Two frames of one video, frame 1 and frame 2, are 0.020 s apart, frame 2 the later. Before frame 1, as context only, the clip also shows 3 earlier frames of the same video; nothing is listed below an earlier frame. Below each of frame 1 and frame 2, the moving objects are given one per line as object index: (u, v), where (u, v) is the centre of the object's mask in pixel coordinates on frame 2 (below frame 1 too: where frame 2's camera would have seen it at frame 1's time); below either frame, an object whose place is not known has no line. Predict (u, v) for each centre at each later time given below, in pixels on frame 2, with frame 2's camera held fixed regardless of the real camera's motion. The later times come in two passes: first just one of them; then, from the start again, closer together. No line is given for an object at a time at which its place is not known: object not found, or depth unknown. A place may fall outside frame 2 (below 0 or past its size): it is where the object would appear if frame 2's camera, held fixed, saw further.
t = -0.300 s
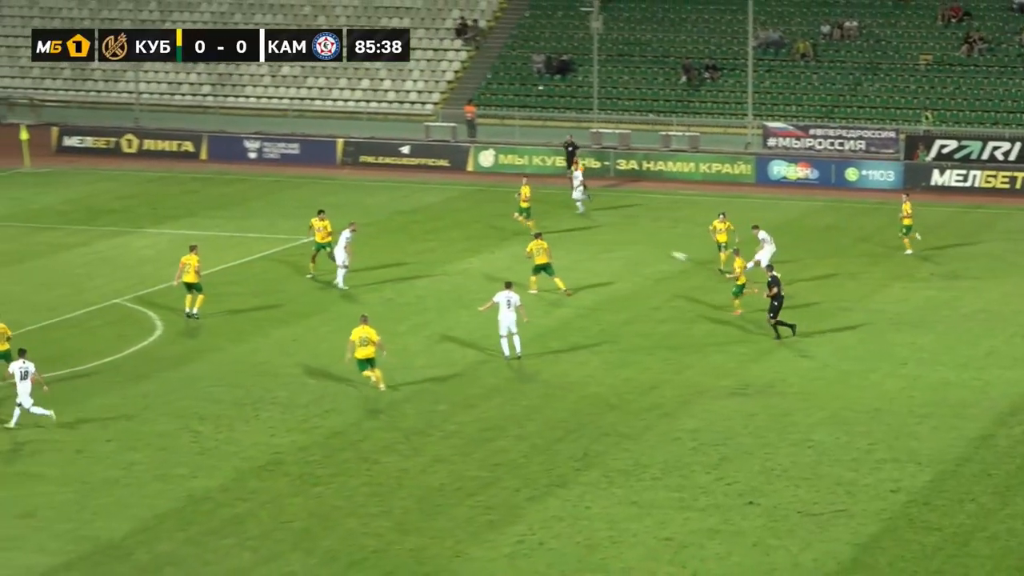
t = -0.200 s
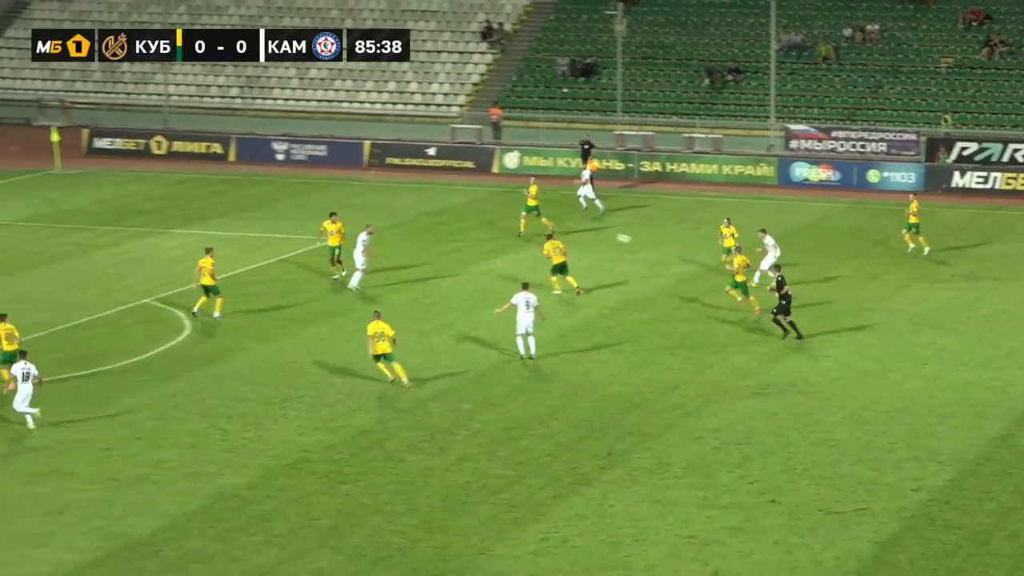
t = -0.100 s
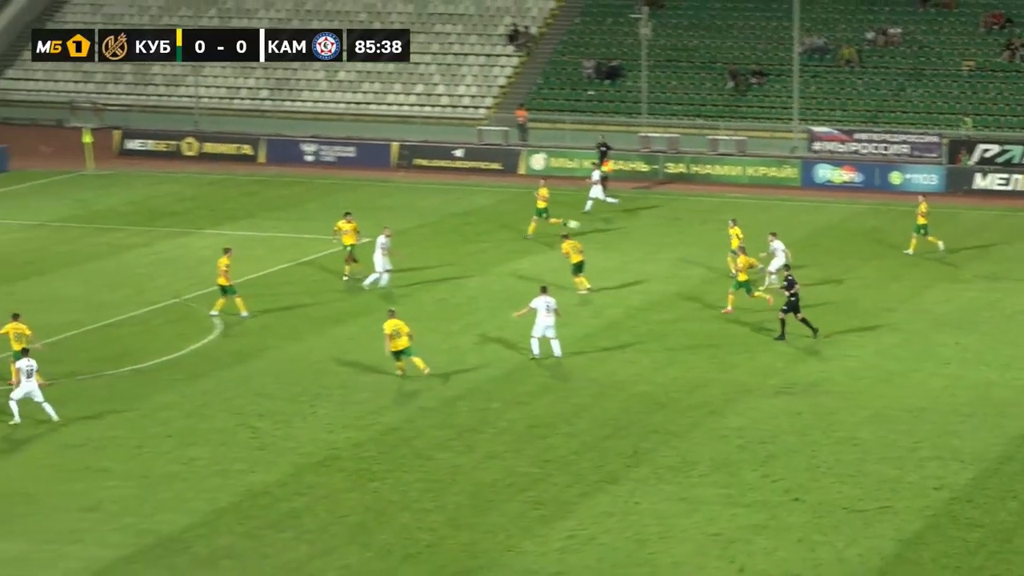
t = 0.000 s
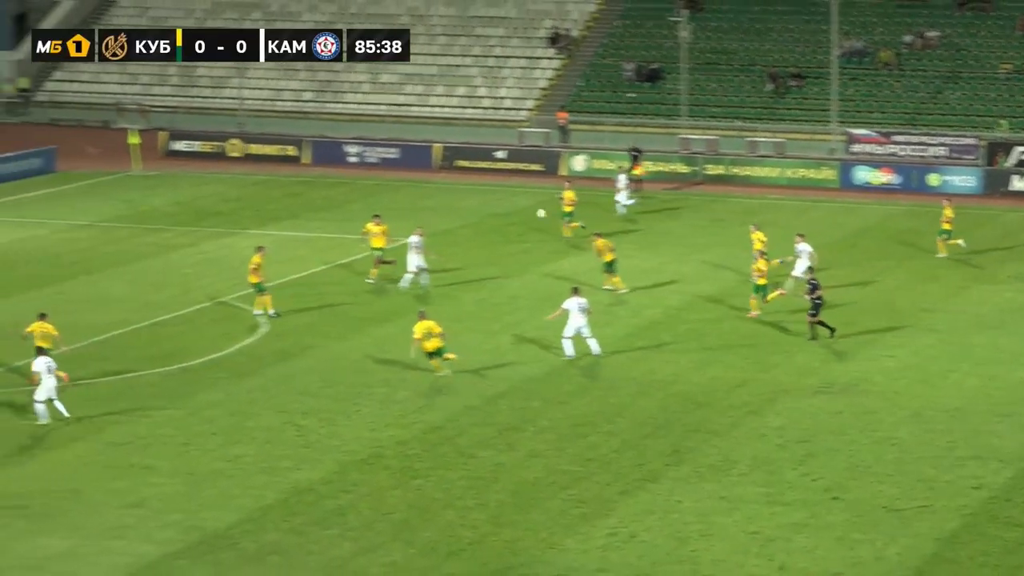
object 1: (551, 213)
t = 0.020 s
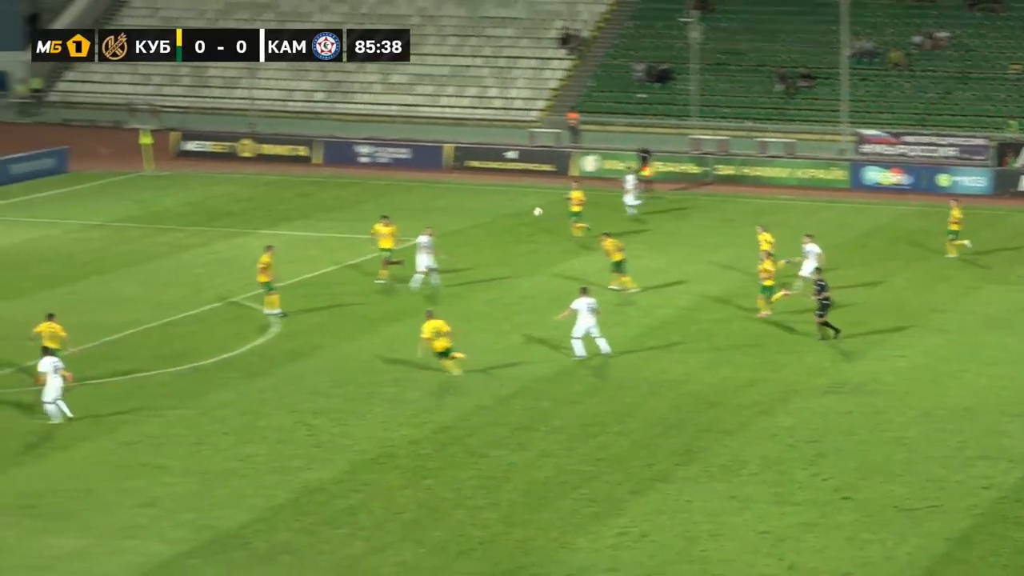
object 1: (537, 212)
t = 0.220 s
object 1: (400, 200)
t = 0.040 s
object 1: (523, 210)
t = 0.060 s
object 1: (509, 208)
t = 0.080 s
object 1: (495, 207)
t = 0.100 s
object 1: (481, 205)
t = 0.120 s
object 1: (467, 205)
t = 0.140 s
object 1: (454, 203)
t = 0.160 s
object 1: (441, 202)
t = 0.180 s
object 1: (427, 201)
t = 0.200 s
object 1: (413, 201)
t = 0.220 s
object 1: (400, 200)
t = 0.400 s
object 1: (281, 200)
